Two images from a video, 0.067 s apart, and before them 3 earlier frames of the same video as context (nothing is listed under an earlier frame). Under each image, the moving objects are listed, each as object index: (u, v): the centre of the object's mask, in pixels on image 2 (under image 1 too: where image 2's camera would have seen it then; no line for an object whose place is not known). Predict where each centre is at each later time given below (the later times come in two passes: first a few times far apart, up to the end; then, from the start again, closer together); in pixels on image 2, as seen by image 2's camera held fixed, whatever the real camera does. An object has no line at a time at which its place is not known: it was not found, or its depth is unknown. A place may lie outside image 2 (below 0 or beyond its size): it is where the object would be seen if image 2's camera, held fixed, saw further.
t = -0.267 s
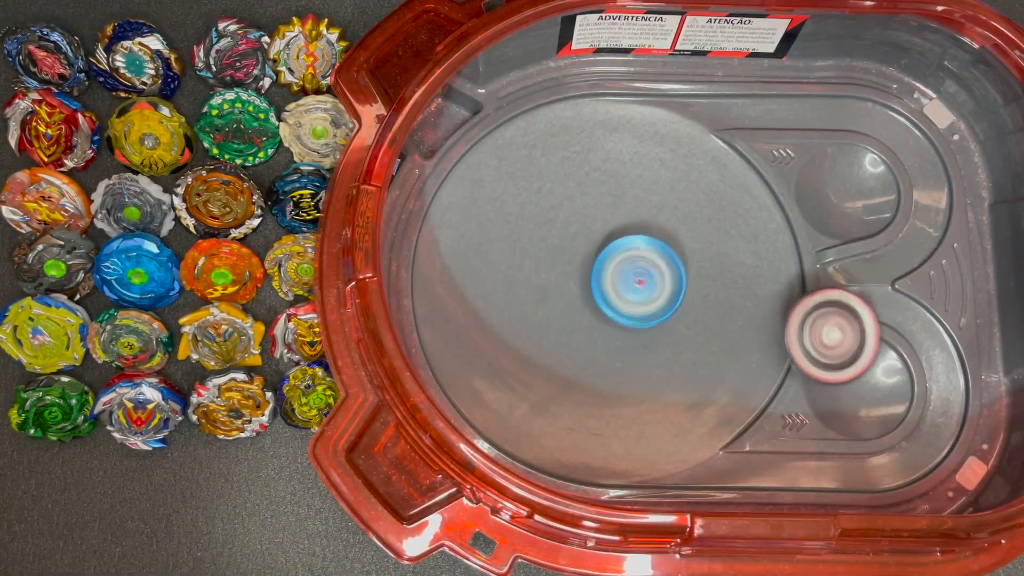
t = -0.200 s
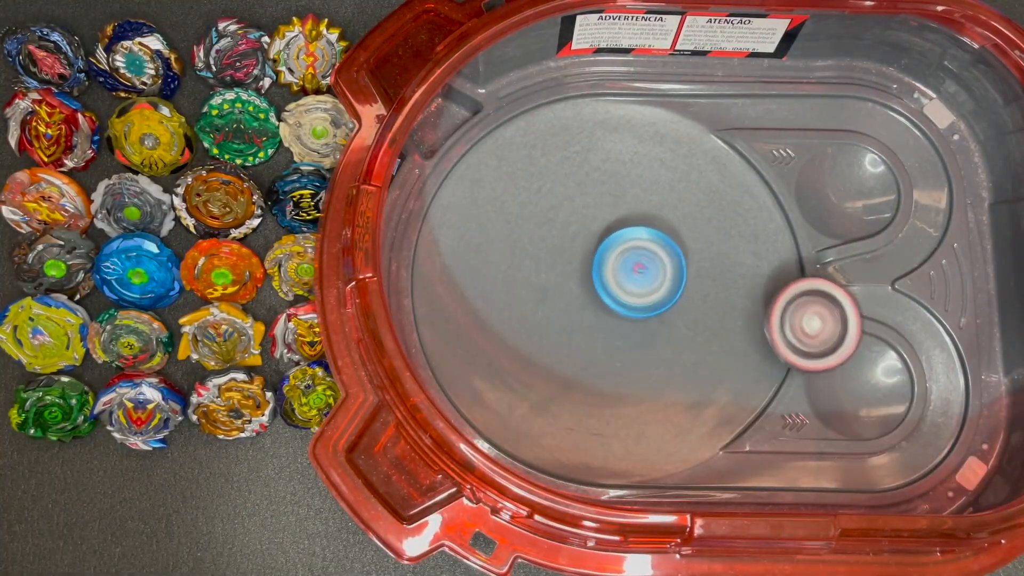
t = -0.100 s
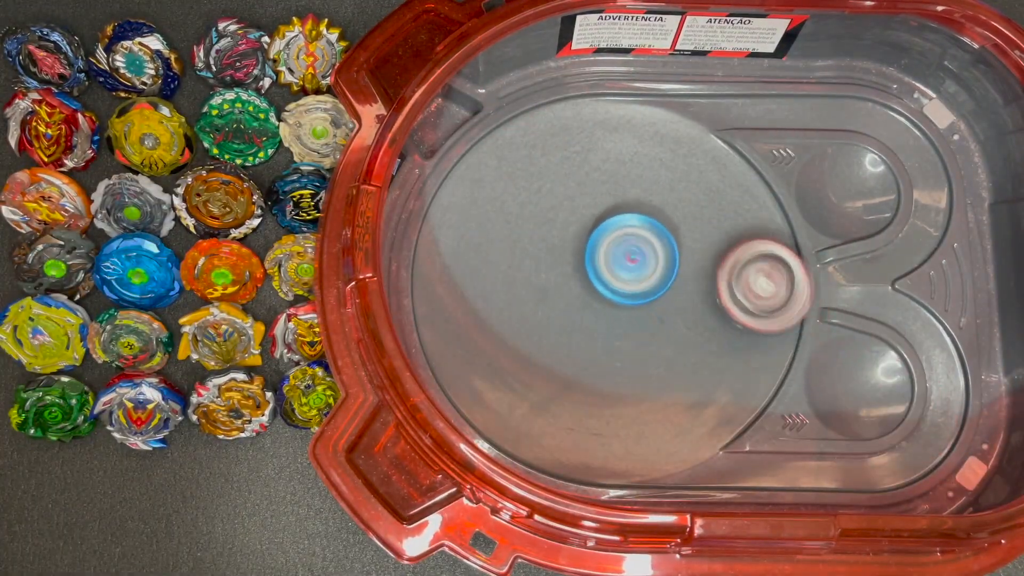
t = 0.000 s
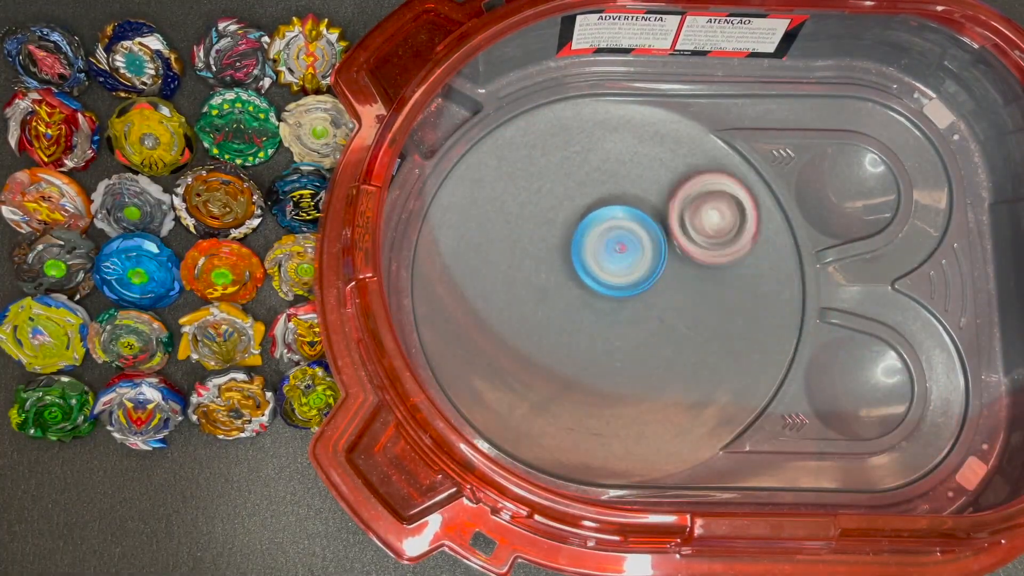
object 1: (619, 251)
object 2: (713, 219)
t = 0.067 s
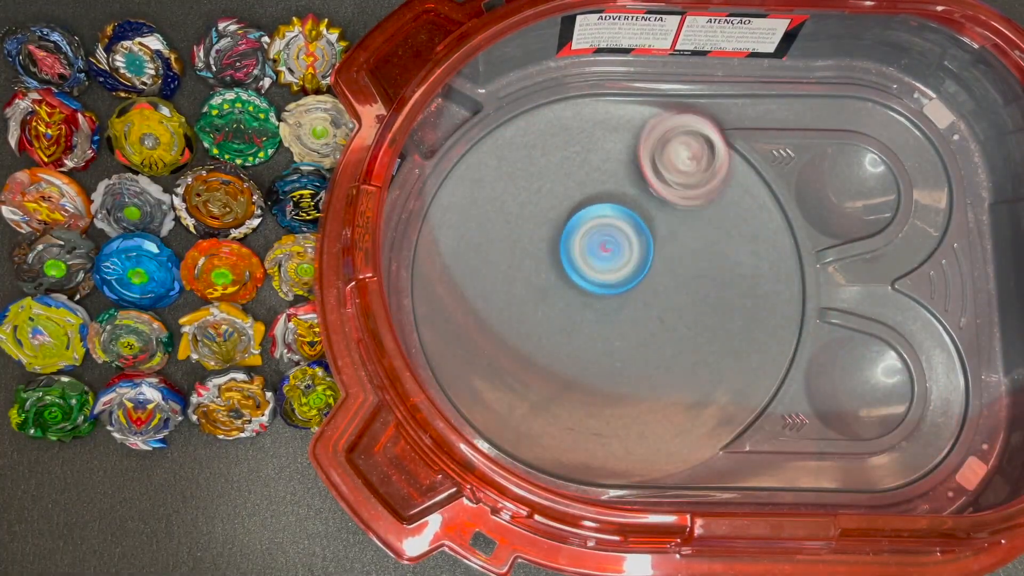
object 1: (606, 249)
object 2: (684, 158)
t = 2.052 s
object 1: (552, 407)
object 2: (776, 308)
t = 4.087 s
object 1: (706, 203)
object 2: (619, 278)
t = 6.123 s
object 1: (714, 258)
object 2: (601, 292)
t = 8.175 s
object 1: (623, 342)
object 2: (700, 302)
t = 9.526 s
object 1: (605, 336)
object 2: (617, 237)
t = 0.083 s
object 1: (603, 249)
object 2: (673, 144)
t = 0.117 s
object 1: (598, 249)
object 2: (648, 122)
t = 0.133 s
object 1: (595, 250)
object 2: (633, 113)
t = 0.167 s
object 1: (591, 250)
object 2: (599, 104)
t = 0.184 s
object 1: (591, 251)
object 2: (583, 103)
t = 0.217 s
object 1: (586, 254)
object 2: (548, 107)
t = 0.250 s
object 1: (583, 256)
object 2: (517, 122)
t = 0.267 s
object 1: (583, 257)
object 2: (503, 133)
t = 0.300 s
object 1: (581, 261)
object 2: (477, 162)
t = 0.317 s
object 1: (580, 262)
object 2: (467, 180)
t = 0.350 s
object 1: (581, 267)
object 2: (456, 219)
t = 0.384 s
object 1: (583, 270)
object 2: (454, 258)
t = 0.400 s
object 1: (583, 271)
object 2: (456, 280)
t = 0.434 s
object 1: (587, 274)
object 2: (472, 323)
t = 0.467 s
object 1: (592, 277)
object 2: (496, 364)
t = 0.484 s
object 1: (593, 279)
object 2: (512, 383)
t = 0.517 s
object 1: (598, 280)
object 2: (553, 414)
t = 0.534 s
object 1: (599, 281)
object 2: (573, 427)
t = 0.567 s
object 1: (603, 279)
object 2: (626, 447)
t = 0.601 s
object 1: (608, 277)
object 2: (677, 453)
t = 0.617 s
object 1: (611, 276)
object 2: (705, 454)
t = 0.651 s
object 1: (615, 272)
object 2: (756, 446)
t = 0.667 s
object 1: (617, 270)
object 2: (778, 443)
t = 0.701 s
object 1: (620, 268)
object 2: (820, 432)
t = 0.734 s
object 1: (623, 265)
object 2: (859, 425)
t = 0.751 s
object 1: (624, 262)
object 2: (877, 421)
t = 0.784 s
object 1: (627, 259)
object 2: (915, 407)
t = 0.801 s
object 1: (627, 257)
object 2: (929, 391)
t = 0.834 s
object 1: (627, 253)
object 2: (939, 357)
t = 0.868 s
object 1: (627, 249)
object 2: (942, 324)
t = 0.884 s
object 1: (629, 248)
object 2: (939, 313)
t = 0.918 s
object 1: (630, 246)
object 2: (920, 299)
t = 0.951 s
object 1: (630, 243)
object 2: (892, 295)
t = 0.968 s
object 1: (630, 240)
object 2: (873, 293)
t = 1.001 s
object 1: (629, 237)
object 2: (839, 288)
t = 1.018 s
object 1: (627, 234)
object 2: (823, 287)
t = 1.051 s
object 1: (626, 231)
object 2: (787, 283)
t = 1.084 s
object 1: (623, 228)
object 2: (755, 275)
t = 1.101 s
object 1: (620, 227)
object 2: (737, 272)
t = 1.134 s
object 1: (615, 226)
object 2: (706, 261)
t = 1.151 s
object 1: (606, 220)
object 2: (698, 260)
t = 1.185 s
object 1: (581, 207)
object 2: (696, 261)
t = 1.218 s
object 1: (558, 199)
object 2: (697, 262)
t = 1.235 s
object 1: (546, 196)
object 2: (698, 262)
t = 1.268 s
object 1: (527, 194)
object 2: (705, 263)
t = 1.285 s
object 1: (519, 195)
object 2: (709, 263)
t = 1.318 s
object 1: (503, 198)
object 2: (720, 260)
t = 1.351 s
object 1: (491, 204)
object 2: (730, 254)
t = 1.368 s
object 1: (486, 207)
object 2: (734, 250)
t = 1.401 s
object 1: (479, 219)
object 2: (739, 239)
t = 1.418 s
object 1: (476, 227)
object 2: (739, 233)
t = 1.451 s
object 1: (475, 244)
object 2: (734, 220)
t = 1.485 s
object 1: (478, 263)
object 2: (725, 212)
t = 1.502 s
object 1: (482, 271)
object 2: (718, 209)
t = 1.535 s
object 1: (492, 287)
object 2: (701, 206)
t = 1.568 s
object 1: (506, 299)
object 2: (682, 209)
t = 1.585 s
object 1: (512, 304)
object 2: (673, 212)
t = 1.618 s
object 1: (526, 311)
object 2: (655, 223)
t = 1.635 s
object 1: (534, 312)
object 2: (646, 230)
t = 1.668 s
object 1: (549, 314)
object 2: (633, 247)
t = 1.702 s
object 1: (553, 316)
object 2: (629, 262)
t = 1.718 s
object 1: (547, 321)
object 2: (633, 268)
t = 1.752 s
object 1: (533, 332)
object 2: (644, 283)
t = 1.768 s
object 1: (526, 338)
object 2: (648, 292)
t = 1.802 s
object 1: (516, 350)
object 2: (659, 312)
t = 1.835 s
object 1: (509, 362)
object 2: (673, 331)
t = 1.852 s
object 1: (508, 367)
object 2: (681, 339)
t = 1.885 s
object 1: (508, 378)
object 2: (699, 351)
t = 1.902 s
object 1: (508, 383)
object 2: (709, 356)
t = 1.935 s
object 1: (515, 393)
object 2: (729, 357)
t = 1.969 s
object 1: (525, 401)
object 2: (749, 352)
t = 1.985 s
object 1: (530, 402)
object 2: (757, 346)
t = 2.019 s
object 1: (540, 405)
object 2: (771, 329)
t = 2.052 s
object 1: (552, 407)
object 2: (776, 308)
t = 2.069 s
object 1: (559, 405)
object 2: (776, 296)
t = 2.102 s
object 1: (569, 402)
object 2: (767, 271)
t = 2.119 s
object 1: (575, 401)
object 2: (760, 259)
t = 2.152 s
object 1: (584, 394)
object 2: (739, 237)
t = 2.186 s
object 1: (592, 384)
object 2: (712, 219)
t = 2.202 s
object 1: (595, 378)
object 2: (696, 215)
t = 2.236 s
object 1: (603, 365)
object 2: (665, 206)
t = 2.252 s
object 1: (606, 357)
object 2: (649, 206)
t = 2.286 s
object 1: (612, 341)
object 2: (617, 208)
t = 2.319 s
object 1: (617, 324)
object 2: (586, 219)
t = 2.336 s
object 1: (620, 314)
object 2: (572, 226)
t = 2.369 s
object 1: (623, 299)
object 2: (544, 242)
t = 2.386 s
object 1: (628, 293)
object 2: (531, 250)
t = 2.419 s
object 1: (633, 280)
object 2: (508, 272)
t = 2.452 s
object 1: (636, 266)
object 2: (493, 296)
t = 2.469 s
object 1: (638, 261)
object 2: (486, 312)
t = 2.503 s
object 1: (641, 247)
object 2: (482, 341)
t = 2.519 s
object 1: (640, 240)
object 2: (482, 357)
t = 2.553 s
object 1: (642, 228)
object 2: (492, 387)
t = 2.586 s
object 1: (643, 216)
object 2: (509, 413)
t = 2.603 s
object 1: (642, 210)
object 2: (522, 425)
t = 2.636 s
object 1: (641, 199)
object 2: (551, 443)
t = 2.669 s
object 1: (640, 191)
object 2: (584, 454)
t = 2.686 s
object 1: (638, 186)
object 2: (604, 454)
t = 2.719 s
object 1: (636, 180)
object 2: (639, 448)
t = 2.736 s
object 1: (635, 176)
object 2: (656, 440)
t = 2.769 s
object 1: (632, 172)
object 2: (685, 419)
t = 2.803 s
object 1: (630, 169)
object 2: (708, 391)
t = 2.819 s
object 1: (630, 167)
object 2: (718, 374)
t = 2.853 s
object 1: (627, 166)
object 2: (730, 338)
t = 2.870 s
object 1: (627, 166)
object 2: (734, 319)
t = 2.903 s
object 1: (623, 164)
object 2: (735, 282)
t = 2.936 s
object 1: (620, 164)
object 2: (729, 245)
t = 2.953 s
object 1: (619, 163)
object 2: (724, 227)
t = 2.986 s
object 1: (614, 164)
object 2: (709, 194)
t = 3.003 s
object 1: (608, 162)
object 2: (705, 183)
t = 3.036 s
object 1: (584, 157)
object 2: (704, 162)
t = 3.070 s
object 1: (563, 157)
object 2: (699, 141)
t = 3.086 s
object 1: (555, 157)
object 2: (692, 131)
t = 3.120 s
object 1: (539, 162)
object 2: (676, 111)
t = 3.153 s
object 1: (527, 170)
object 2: (654, 99)
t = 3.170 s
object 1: (522, 174)
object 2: (642, 96)
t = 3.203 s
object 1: (514, 186)
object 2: (618, 99)
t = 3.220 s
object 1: (511, 191)
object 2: (605, 103)
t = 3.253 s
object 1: (506, 204)
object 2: (578, 118)
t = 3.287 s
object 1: (504, 219)
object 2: (559, 139)
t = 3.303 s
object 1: (499, 229)
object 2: (554, 149)
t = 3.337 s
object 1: (490, 258)
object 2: (554, 165)
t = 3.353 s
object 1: (488, 271)
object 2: (556, 173)
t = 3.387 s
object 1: (486, 300)
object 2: (566, 193)
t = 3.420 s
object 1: (489, 326)
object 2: (580, 210)
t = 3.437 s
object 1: (492, 340)
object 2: (588, 218)
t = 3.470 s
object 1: (503, 365)
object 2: (610, 230)
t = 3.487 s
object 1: (508, 375)
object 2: (622, 235)
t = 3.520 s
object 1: (526, 396)
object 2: (646, 241)
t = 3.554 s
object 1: (547, 412)
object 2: (670, 242)
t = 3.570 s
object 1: (558, 420)
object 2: (683, 239)
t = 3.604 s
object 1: (582, 428)
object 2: (705, 233)
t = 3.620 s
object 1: (593, 432)
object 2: (714, 230)
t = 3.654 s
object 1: (618, 432)
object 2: (731, 217)
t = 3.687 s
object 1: (640, 428)
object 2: (744, 201)
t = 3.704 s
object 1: (652, 425)
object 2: (748, 193)
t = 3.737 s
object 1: (672, 414)
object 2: (749, 175)
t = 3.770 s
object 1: (692, 402)
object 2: (742, 158)
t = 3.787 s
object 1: (699, 392)
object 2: (733, 152)
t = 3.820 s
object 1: (714, 376)
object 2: (714, 144)
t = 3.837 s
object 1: (719, 365)
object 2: (704, 143)
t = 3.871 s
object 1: (729, 345)
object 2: (684, 146)
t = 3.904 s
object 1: (735, 321)
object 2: (663, 157)
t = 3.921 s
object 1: (736, 310)
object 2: (655, 163)
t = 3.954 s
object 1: (736, 286)
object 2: (638, 182)
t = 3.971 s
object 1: (735, 275)
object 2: (630, 194)
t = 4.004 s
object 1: (730, 253)
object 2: (619, 217)
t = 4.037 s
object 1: (721, 232)
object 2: (614, 242)
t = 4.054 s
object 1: (718, 222)
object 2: (615, 254)
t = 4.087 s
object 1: (706, 203)
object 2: (619, 278)
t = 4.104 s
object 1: (701, 194)
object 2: (621, 290)
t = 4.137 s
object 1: (685, 179)
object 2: (633, 311)
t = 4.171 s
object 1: (671, 166)
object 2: (648, 331)
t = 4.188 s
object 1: (661, 161)
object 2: (659, 339)
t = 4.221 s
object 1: (646, 153)
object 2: (680, 351)
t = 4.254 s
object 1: (629, 145)
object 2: (702, 358)
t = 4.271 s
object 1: (620, 145)
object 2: (713, 358)
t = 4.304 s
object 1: (603, 142)
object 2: (736, 353)
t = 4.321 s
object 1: (595, 144)
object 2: (746, 348)
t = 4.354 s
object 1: (579, 145)
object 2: (762, 332)
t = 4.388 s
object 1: (566, 153)
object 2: (770, 313)
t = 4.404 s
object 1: (559, 155)
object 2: (770, 303)
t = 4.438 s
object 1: (549, 166)
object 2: (767, 281)
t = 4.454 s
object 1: (544, 170)
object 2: (763, 269)
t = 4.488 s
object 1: (539, 183)
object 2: (748, 249)
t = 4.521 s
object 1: (535, 193)
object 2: (727, 232)
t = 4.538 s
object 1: (534, 202)
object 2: (715, 227)
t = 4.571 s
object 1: (531, 214)
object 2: (689, 218)
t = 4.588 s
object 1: (534, 223)
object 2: (675, 214)
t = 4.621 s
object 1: (534, 236)
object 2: (647, 214)
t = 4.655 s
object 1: (535, 251)
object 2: (624, 219)
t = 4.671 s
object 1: (531, 259)
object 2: (619, 221)
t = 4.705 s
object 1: (522, 278)
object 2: (607, 230)
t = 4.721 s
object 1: (518, 287)
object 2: (602, 238)
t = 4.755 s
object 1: (513, 302)
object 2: (595, 252)
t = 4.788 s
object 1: (504, 319)
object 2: (597, 266)
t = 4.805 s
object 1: (501, 328)
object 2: (597, 273)
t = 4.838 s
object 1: (493, 345)
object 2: (603, 285)
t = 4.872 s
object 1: (492, 363)
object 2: (612, 297)
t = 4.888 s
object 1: (490, 371)
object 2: (616, 301)
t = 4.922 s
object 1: (493, 384)
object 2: (627, 309)
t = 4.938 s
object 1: (496, 393)
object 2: (633, 310)
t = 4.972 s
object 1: (500, 402)
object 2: (642, 315)
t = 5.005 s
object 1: (510, 411)
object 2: (651, 316)
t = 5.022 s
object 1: (512, 413)
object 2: (658, 318)
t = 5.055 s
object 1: (525, 416)
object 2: (667, 315)
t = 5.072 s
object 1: (529, 418)
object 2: (671, 314)
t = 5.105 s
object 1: (541, 414)
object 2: (678, 307)
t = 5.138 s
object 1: (554, 411)
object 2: (685, 300)
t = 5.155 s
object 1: (561, 405)
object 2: (686, 295)
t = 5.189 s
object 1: (578, 396)
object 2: (688, 288)
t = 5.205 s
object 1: (584, 389)
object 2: (688, 281)
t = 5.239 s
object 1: (599, 374)
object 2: (687, 271)
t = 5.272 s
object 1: (609, 359)
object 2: (682, 263)
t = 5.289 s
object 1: (615, 349)
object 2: (681, 258)
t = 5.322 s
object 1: (626, 333)
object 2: (673, 249)
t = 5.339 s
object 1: (627, 326)
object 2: (672, 243)
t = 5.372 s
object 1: (626, 319)
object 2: (673, 225)
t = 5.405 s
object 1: (620, 310)
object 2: (671, 206)
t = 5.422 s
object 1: (622, 304)
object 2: (670, 197)
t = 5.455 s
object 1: (621, 297)
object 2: (663, 180)
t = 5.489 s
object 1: (620, 283)
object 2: (652, 163)
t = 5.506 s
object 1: (622, 279)
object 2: (646, 156)
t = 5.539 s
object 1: (619, 270)
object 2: (628, 144)
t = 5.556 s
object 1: (618, 263)
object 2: (618, 142)
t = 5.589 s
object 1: (619, 256)
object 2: (598, 139)
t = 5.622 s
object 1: (614, 245)
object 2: (578, 143)
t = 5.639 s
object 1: (616, 240)
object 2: (568, 150)
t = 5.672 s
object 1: (613, 238)
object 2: (553, 161)
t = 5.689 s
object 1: (614, 239)
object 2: (544, 163)
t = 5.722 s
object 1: (623, 246)
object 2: (527, 167)
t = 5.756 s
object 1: (626, 249)
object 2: (511, 175)
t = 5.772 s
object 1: (632, 250)
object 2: (504, 181)
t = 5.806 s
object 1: (637, 256)
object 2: (496, 197)
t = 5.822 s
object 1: (637, 257)
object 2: (494, 205)
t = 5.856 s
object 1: (646, 257)
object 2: (494, 226)
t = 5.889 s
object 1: (649, 262)
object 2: (504, 245)
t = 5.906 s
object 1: (650, 260)
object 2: (509, 253)
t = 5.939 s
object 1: (658, 261)
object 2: (527, 269)
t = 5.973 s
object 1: (658, 264)
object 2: (547, 278)
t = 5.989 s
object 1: (660, 262)
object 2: (557, 283)
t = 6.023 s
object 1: (670, 263)
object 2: (576, 286)
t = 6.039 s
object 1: (677, 265)
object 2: (582, 287)
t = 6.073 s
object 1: (692, 262)
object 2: (589, 290)
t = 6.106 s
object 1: (708, 259)
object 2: (598, 290)
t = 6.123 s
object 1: (714, 258)
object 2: (601, 292)
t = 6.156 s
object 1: (727, 253)
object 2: (608, 291)
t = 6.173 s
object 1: (734, 251)
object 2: (613, 289)
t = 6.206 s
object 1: (747, 248)
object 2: (619, 286)
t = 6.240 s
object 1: (755, 240)
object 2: (625, 283)
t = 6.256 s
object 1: (760, 237)
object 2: (628, 281)
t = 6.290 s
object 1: (768, 237)
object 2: (634, 276)
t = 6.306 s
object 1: (767, 235)
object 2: (635, 275)
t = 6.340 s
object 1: (772, 228)
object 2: (641, 269)
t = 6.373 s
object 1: (773, 229)
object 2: (646, 262)
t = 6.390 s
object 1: (770, 228)
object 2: (650, 260)
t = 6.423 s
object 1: (768, 222)
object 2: (652, 254)
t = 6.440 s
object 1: (766, 224)
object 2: (653, 248)
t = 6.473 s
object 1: (755, 225)
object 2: (655, 241)
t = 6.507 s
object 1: (754, 222)
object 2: (651, 234)
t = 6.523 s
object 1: (755, 222)
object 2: (648, 233)
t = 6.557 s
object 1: (750, 227)
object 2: (639, 225)
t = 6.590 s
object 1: (740, 225)
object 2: (632, 219)
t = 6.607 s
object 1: (739, 226)
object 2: (629, 219)
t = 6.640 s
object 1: (729, 234)
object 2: (620, 218)
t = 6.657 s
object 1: (723, 236)
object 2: (616, 216)
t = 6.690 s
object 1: (715, 238)
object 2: (608, 217)
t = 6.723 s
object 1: (706, 247)
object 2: (603, 219)
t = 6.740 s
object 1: (699, 252)
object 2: (599, 222)
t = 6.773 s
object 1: (685, 255)
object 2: (595, 226)
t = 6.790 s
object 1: (682, 258)
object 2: (593, 227)
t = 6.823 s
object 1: (674, 266)
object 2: (589, 229)
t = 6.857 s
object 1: (666, 277)
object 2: (581, 228)
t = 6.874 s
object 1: (663, 281)
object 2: (575, 228)
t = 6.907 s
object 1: (651, 289)
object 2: (563, 230)
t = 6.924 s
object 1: (646, 293)
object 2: (557, 230)
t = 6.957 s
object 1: (635, 297)
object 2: (546, 236)
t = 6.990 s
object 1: (625, 299)
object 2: (540, 242)
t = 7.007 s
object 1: (620, 300)
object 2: (536, 246)
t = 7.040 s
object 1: (614, 303)
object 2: (533, 252)
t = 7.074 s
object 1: (610, 309)
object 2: (525, 251)
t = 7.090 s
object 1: (609, 313)
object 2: (519, 252)
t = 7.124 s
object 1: (606, 318)
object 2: (510, 247)
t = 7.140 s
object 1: (602, 320)
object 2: (506, 247)
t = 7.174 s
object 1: (593, 324)
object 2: (497, 245)
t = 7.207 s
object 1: (582, 324)
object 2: (492, 244)
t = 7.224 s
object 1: (577, 323)
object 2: (489, 243)
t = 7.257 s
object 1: (574, 320)
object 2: (489, 244)
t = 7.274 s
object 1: (574, 320)
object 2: (491, 245)
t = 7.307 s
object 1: (575, 321)
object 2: (492, 246)
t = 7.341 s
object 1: (575, 321)
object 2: (496, 249)
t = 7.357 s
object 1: (575, 320)
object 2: (501, 247)
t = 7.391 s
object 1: (576, 317)
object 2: (508, 249)
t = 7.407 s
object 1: (578, 315)
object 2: (514, 249)
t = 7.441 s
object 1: (582, 317)
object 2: (528, 242)
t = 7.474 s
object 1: (586, 326)
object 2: (546, 230)
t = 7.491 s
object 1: (589, 328)
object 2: (550, 223)
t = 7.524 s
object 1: (593, 332)
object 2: (565, 214)
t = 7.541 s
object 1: (595, 334)
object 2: (571, 209)
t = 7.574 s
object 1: (600, 336)
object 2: (582, 205)
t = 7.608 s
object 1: (606, 336)
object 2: (591, 204)
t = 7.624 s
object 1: (609, 337)
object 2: (595, 202)
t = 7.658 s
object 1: (612, 340)
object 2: (604, 201)
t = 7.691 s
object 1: (616, 342)
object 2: (613, 202)
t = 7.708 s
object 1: (617, 344)
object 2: (618, 202)
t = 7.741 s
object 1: (619, 345)
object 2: (628, 205)
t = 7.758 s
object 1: (619, 346)
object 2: (633, 208)
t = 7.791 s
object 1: (620, 345)
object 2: (640, 212)
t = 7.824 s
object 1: (618, 343)
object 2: (646, 219)
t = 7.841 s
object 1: (618, 342)
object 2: (650, 221)
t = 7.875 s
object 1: (618, 339)
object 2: (656, 229)
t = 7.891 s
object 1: (619, 338)
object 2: (659, 234)
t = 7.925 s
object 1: (622, 336)
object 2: (662, 243)
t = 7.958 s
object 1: (626, 335)
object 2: (664, 251)
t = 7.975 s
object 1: (626, 337)
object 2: (668, 253)
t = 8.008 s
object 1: (626, 339)
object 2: (673, 259)
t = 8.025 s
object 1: (627, 340)
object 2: (674, 262)
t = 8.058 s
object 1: (628, 340)
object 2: (679, 270)
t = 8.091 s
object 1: (625, 340)
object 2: (682, 281)
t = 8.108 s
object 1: (623, 341)
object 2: (686, 286)
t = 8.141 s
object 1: (623, 342)
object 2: (694, 295)
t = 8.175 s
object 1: (623, 342)
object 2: (700, 302)
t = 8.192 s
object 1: (623, 342)
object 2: (703, 303)
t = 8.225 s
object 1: (622, 340)
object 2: (712, 310)
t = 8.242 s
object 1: (621, 339)
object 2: (714, 311)
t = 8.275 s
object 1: (618, 337)
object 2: (719, 314)
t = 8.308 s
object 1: (615, 336)
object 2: (722, 312)
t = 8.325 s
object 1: (614, 335)
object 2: (723, 313)
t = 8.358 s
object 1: (611, 335)
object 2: (722, 310)
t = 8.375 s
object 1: (610, 335)
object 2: (721, 309)
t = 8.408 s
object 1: (608, 334)
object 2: (716, 306)
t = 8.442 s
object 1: (607, 334)
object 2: (715, 302)
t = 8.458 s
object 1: (606, 334)
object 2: (710, 303)
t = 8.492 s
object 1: (605, 334)
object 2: (702, 295)
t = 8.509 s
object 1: (604, 334)
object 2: (701, 294)
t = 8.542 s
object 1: (603, 334)
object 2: (694, 292)
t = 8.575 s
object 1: (601, 334)
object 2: (682, 287)
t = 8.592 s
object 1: (600, 334)
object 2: (679, 282)
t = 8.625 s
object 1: (599, 335)
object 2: (672, 277)
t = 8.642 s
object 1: (599, 335)
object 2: (670, 273)
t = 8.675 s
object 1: (598, 335)
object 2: (664, 268)
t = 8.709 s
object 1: (596, 335)
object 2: (659, 261)
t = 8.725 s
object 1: (596, 335)
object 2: (655, 257)
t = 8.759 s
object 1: (598, 334)
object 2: (648, 250)
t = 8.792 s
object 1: (601, 333)
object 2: (640, 240)
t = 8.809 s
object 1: (603, 333)
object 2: (638, 238)
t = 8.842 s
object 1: (607, 333)
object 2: (631, 232)
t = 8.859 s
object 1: (609, 333)
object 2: (628, 231)
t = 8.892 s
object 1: (614, 333)
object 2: (617, 223)
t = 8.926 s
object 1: (618, 335)
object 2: (610, 218)
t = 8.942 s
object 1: (621, 336)
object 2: (607, 216)
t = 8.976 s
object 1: (624, 339)
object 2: (598, 215)
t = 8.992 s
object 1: (625, 340)
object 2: (592, 212)
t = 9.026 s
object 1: (626, 341)
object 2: (584, 210)
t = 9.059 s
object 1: (625, 340)
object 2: (577, 211)
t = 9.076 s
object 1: (625, 339)
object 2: (571, 213)
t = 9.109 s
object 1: (622, 337)
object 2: (566, 215)
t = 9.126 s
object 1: (621, 336)
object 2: (563, 219)
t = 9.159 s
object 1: (617, 334)
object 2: (560, 225)
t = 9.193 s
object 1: (613, 333)
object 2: (558, 233)
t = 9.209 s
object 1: (611, 332)
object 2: (559, 237)
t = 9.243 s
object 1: (607, 332)
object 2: (563, 244)
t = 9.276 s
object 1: (605, 332)
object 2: (570, 252)
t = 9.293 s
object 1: (604, 333)
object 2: (573, 256)
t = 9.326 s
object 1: (602, 335)
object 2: (578, 257)
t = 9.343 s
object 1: (601, 337)
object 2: (582, 256)
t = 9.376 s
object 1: (600, 338)
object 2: (592, 255)
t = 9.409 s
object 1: (600, 338)
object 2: (597, 253)
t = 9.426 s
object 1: (601, 337)
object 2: (600, 250)
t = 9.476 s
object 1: (603, 336)
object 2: (609, 242)
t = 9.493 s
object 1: (604, 336)
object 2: (612, 241)
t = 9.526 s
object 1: (605, 336)
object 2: (617, 237)
